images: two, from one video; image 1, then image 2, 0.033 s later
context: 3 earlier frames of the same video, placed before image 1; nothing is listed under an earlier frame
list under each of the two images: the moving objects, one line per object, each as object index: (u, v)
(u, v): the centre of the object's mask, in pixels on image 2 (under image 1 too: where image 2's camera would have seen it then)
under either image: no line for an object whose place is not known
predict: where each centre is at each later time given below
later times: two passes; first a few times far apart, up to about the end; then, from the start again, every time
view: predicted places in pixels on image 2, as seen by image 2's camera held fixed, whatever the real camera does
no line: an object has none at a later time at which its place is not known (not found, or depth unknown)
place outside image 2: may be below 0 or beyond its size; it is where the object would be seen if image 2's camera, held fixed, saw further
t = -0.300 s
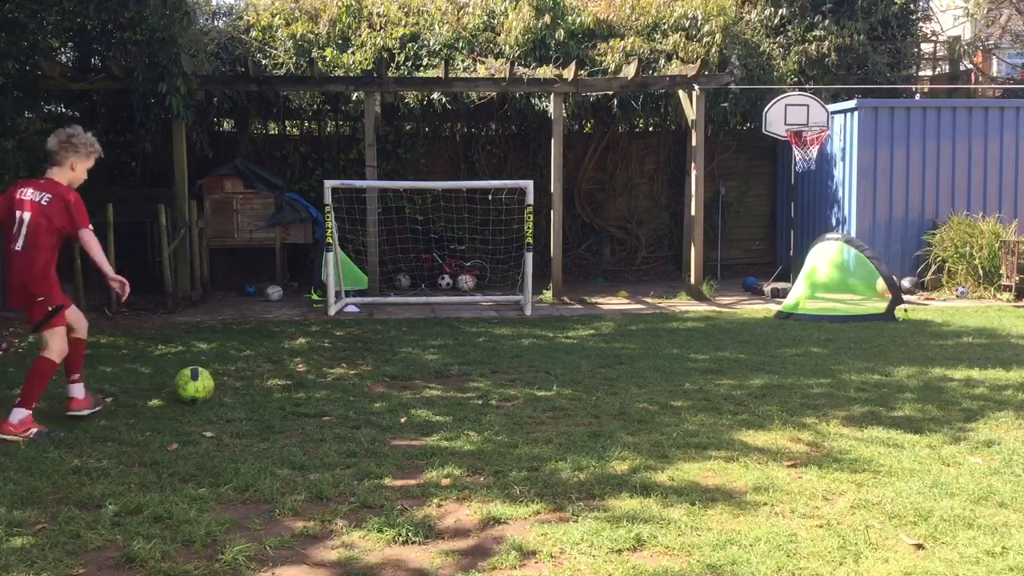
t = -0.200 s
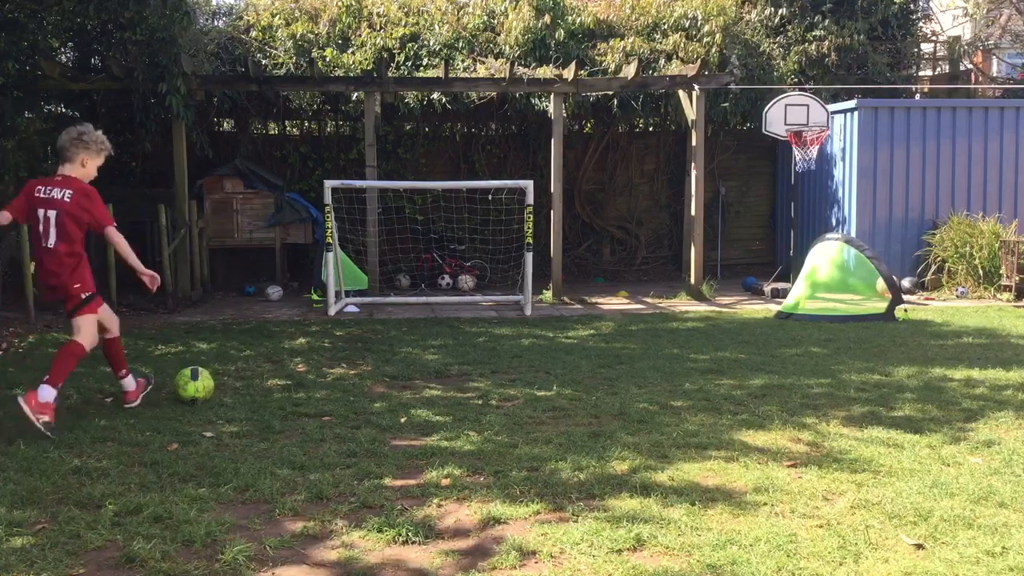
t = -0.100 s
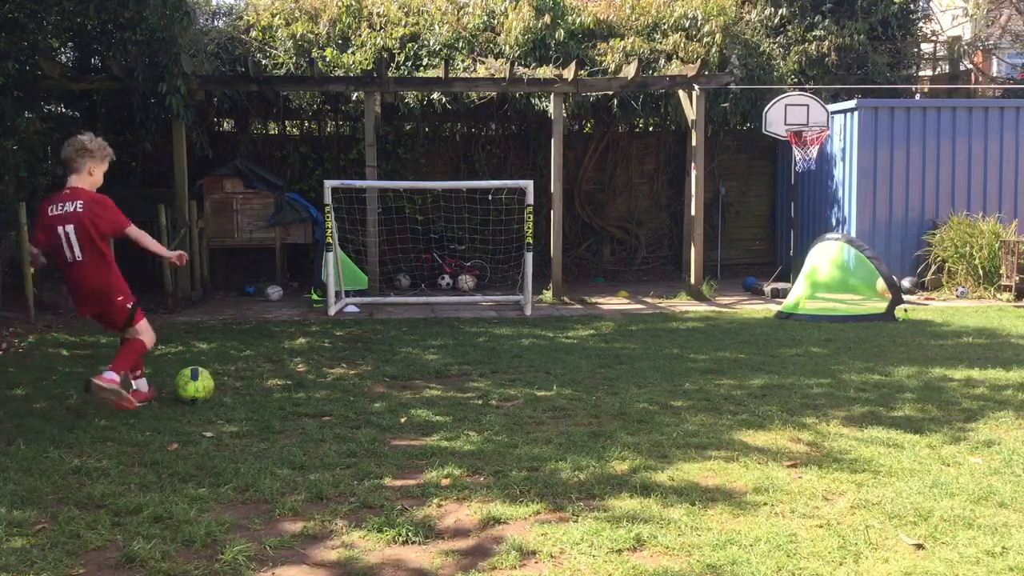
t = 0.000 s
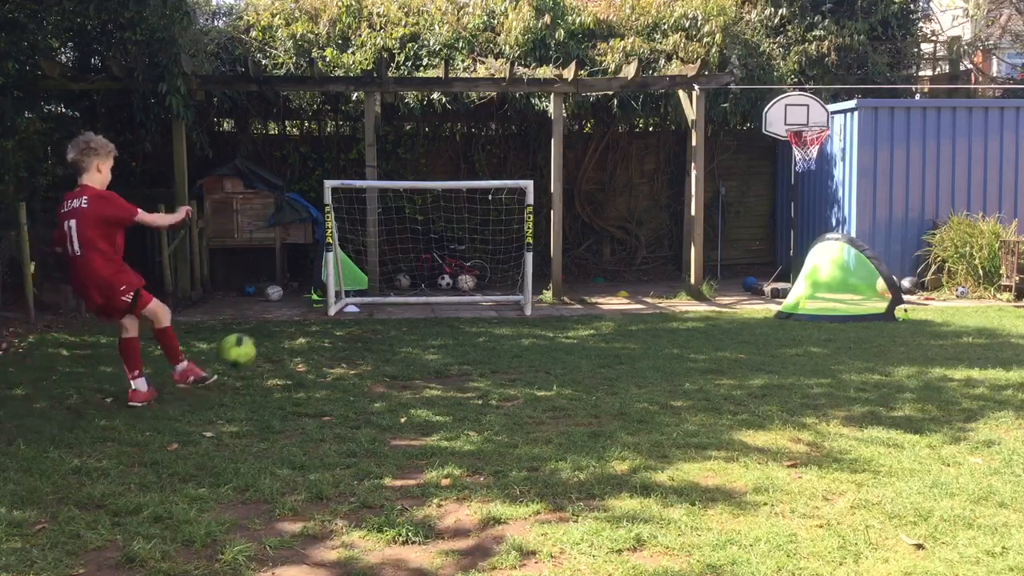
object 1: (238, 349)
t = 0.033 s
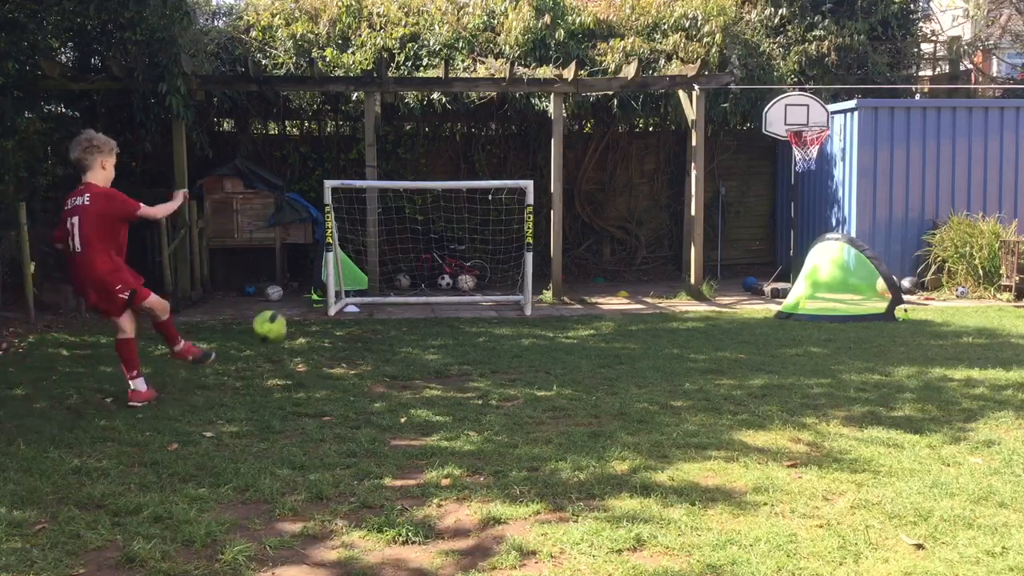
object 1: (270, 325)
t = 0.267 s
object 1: (418, 250)
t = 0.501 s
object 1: (501, 264)
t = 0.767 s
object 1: (504, 275)
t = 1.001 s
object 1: (488, 298)
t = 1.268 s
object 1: (472, 290)
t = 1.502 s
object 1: (458, 292)
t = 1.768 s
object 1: (443, 299)
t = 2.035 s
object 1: (430, 305)
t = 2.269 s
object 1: (419, 311)
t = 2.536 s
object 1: (409, 314)
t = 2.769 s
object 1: (404, 315)
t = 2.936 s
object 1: (401, 317)
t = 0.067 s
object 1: (298, 306)
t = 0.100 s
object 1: (323, 290)
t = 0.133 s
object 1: (346, 277)
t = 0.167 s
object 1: (366, 267)
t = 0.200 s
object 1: (386, 258)
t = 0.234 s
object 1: (403, 253)
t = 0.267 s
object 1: (418, 250)
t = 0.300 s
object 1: (432, 249)
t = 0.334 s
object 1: (445, 248)
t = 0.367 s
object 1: (458, 250)
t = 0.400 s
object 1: (470, 252)
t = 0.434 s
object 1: (481, 255)
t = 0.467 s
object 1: (491, 259)
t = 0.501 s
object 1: (501, 264)
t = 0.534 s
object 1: (509, 269)
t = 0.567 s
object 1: (514, 275)
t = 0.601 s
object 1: (515, 281)
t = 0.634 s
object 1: (514, 286)
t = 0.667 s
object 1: (512, 280)
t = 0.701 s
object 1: (509, 278)
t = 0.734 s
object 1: (507, 276)
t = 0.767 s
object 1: (504, 275)
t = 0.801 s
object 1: (502, 275)
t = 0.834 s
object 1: (500, 276)
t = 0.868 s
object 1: (497, 278)
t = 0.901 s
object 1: (496, 281)
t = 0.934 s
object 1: (493, 285)
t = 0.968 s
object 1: (490, 291)
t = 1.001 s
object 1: (488, 298)
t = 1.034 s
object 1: (486, 295)
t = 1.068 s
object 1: (484, 291)
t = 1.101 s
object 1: (482, 288)
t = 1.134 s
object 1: (482, 286)
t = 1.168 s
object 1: (480, 285)
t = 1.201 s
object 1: (478, 286)
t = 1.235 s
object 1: (475, 287)
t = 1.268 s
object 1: (472, 290)
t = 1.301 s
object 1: (470, 292)
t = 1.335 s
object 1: (468, 297)
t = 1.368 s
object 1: (466, 301)
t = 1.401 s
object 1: (465, 296)
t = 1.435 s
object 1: (463, 294)
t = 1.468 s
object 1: (461, 292)
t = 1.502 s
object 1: (458, 292)
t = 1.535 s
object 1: (457, 293)
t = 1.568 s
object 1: (455, 294)
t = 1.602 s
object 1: (453, 297)
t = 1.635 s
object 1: (451, 301)
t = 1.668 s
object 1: (450, 304)
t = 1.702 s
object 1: (447, 301)
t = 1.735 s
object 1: (445, 298)
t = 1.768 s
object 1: (443, 299)
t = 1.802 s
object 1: (441, 299)
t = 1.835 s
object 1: (440, 300)
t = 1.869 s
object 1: (438, 303)
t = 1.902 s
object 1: (436, 307)
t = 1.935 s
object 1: (434, 305)
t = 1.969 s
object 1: (433, 304)
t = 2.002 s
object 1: (432, 305)
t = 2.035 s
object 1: (430, 305)
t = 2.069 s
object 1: (429, 308)
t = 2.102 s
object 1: (427, 308)
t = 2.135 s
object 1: (426, 308)
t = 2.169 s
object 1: (425, 308)
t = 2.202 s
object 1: (422, 309)
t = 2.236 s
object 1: (421, 309)
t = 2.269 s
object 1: (419, 311)
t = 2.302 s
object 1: (418, 311)
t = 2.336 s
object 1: (416, 312)
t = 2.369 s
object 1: (415, 311)
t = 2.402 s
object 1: (414, 312)
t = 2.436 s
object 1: (413, 312)
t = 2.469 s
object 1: (411, 313)
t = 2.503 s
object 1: (410, 313)
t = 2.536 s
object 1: (409, 314)
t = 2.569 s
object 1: (409, 314)
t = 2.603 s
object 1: (408, 315)
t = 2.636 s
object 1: (407, 315)
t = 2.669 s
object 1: (406, 315)
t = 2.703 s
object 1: (406, 315)
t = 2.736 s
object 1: (405, 315)
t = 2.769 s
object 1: (404, 315)
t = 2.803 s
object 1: (402, 316)
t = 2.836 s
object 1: (402, 317)
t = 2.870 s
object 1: (401, 317)
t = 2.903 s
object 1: (401, 316)
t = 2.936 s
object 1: (401, 317)
